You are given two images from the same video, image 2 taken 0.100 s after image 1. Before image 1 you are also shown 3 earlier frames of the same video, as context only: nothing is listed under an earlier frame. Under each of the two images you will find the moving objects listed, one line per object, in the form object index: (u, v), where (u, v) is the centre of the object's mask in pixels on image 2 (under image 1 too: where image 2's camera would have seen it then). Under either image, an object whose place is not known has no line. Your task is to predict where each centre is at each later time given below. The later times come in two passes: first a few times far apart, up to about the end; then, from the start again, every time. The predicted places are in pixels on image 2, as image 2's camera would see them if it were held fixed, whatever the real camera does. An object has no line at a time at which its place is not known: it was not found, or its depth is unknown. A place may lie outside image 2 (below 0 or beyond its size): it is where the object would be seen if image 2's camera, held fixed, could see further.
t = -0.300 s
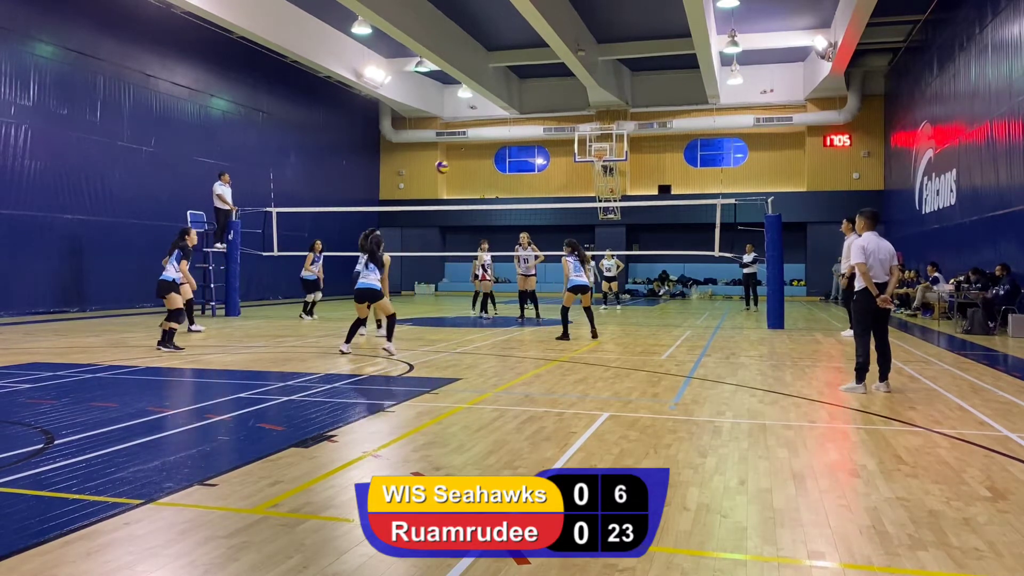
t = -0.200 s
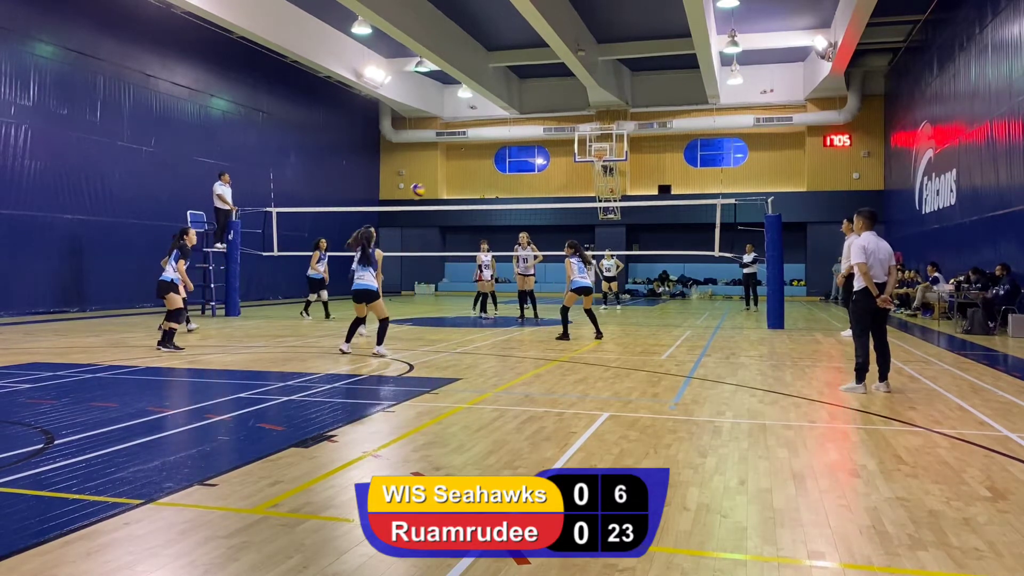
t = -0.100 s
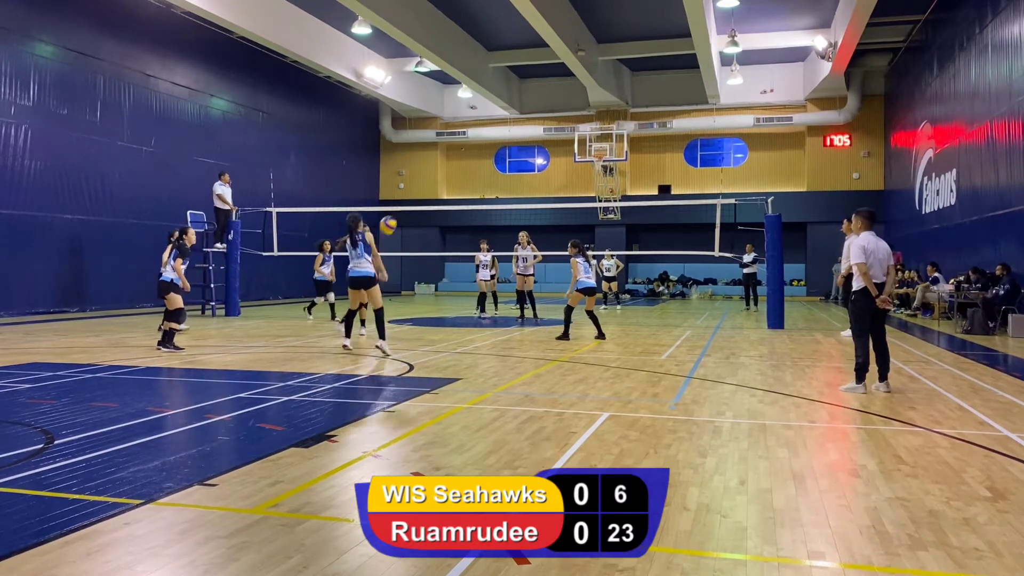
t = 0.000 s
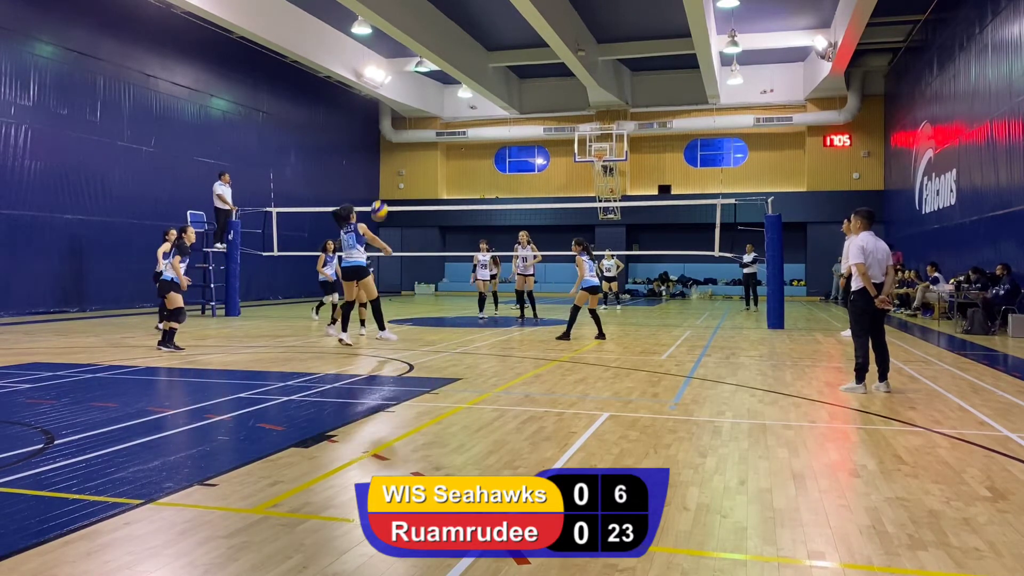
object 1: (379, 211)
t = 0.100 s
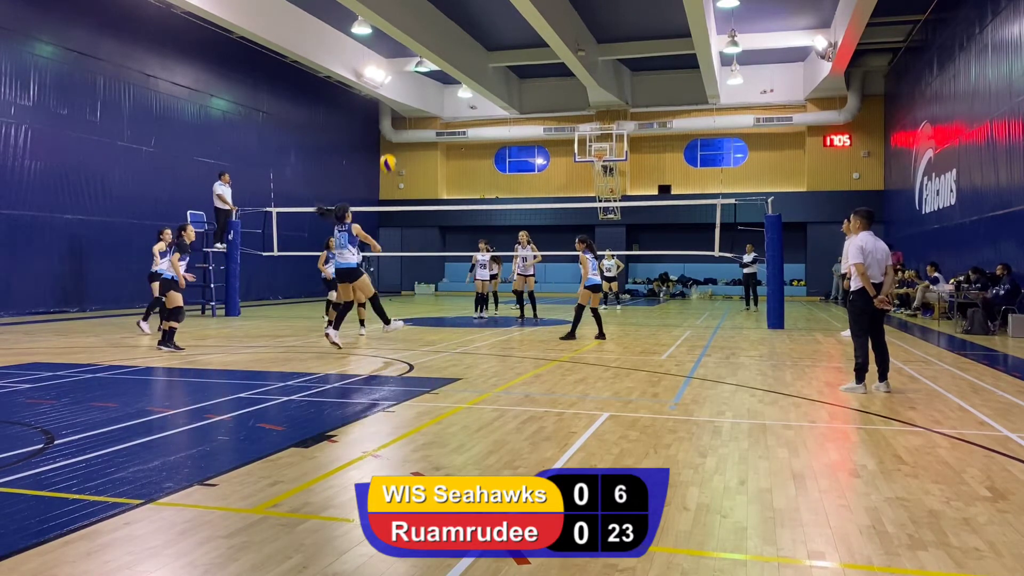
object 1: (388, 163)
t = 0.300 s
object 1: (405, 97)
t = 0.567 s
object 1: (426, 60)
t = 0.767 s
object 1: (441, 67)
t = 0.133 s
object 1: (391, 149)
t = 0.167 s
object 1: (393, 137)
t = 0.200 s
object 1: (396, 125)
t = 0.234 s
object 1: (399, 115)
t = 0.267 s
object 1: (402, 106)
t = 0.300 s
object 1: (405, 97)
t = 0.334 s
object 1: (408, 89)
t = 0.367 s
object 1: (411, 82)
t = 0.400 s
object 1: (413, 76)
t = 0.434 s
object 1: (416, 71)
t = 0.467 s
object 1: (419, 67)
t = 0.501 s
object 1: (421, 64)
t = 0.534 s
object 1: (423, 61)
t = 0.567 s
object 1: (426, 60)
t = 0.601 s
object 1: (429, 59)
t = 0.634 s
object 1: (431, 59)
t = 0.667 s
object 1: (434, 59)
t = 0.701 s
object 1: (436, 61)
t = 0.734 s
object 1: (438, 64)
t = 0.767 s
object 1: (441, 67)
